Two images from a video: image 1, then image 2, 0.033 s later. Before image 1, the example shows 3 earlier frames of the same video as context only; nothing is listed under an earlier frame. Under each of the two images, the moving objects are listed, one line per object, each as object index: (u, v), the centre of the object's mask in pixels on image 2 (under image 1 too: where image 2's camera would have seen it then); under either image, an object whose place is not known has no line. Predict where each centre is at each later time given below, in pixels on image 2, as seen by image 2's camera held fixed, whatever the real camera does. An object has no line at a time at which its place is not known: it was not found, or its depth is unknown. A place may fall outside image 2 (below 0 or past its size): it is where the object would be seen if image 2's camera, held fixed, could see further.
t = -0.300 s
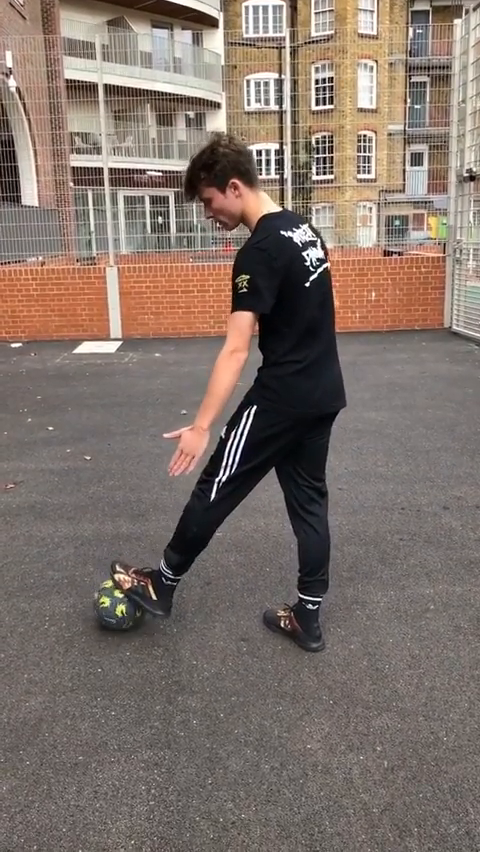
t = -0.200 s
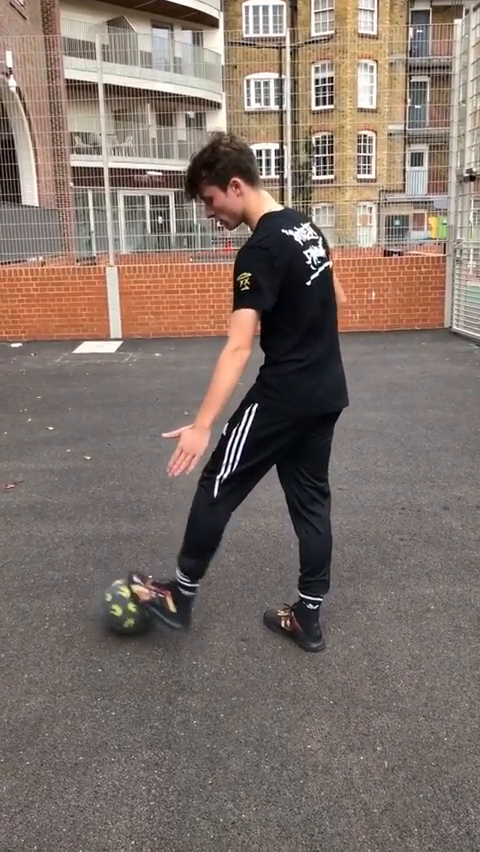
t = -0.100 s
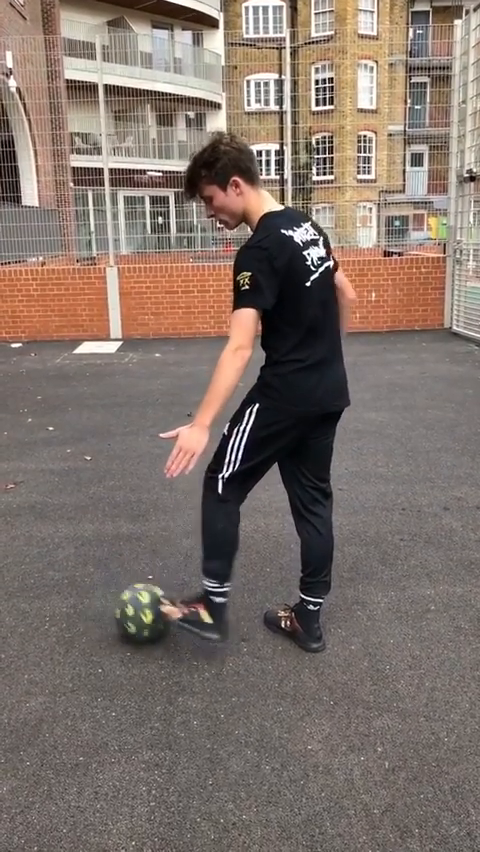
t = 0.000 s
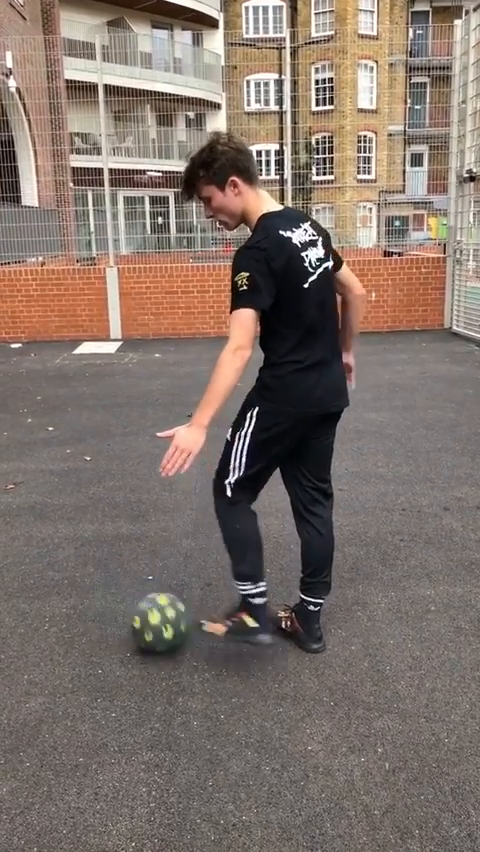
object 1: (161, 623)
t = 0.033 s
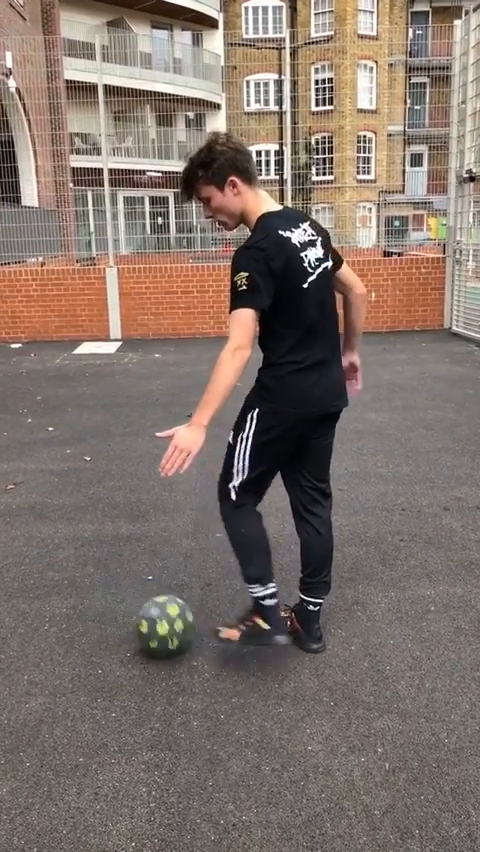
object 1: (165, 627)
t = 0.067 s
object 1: (170, 630)
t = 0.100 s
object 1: (175, 632)
